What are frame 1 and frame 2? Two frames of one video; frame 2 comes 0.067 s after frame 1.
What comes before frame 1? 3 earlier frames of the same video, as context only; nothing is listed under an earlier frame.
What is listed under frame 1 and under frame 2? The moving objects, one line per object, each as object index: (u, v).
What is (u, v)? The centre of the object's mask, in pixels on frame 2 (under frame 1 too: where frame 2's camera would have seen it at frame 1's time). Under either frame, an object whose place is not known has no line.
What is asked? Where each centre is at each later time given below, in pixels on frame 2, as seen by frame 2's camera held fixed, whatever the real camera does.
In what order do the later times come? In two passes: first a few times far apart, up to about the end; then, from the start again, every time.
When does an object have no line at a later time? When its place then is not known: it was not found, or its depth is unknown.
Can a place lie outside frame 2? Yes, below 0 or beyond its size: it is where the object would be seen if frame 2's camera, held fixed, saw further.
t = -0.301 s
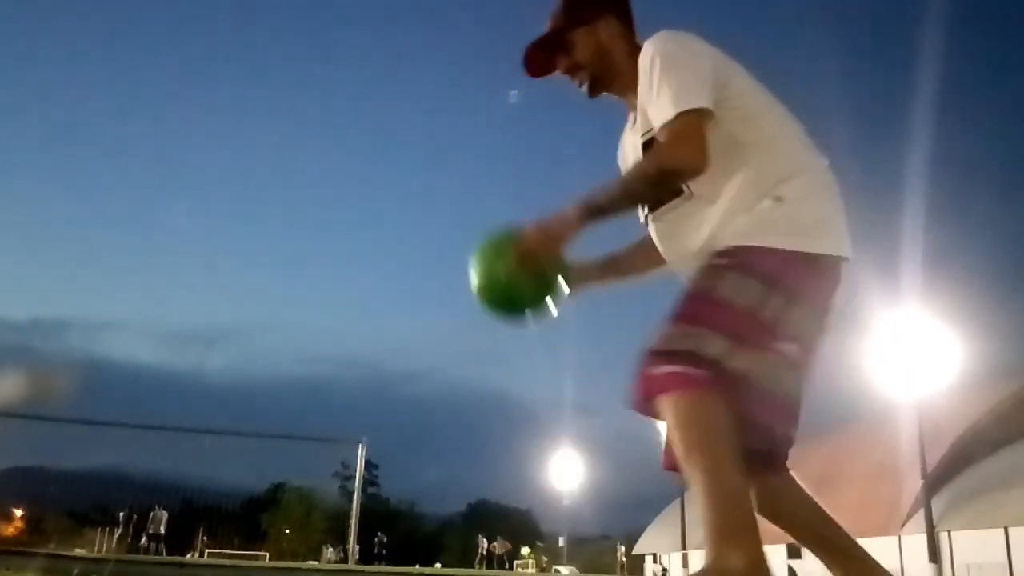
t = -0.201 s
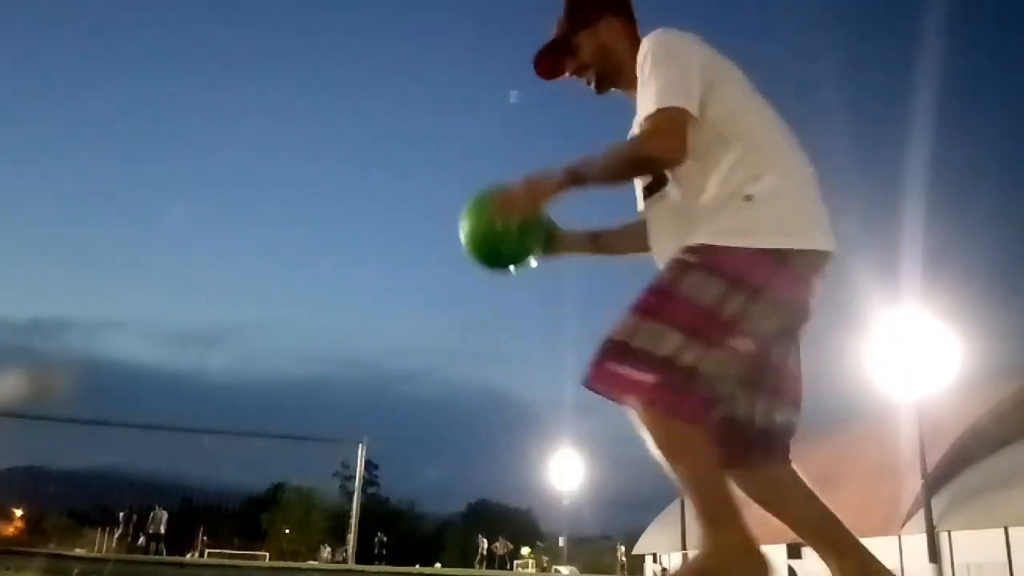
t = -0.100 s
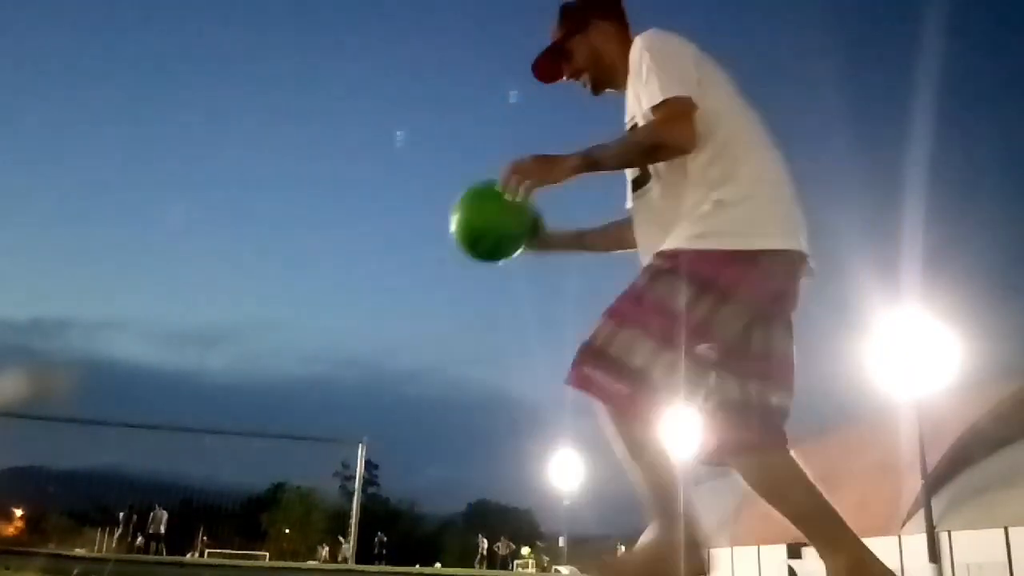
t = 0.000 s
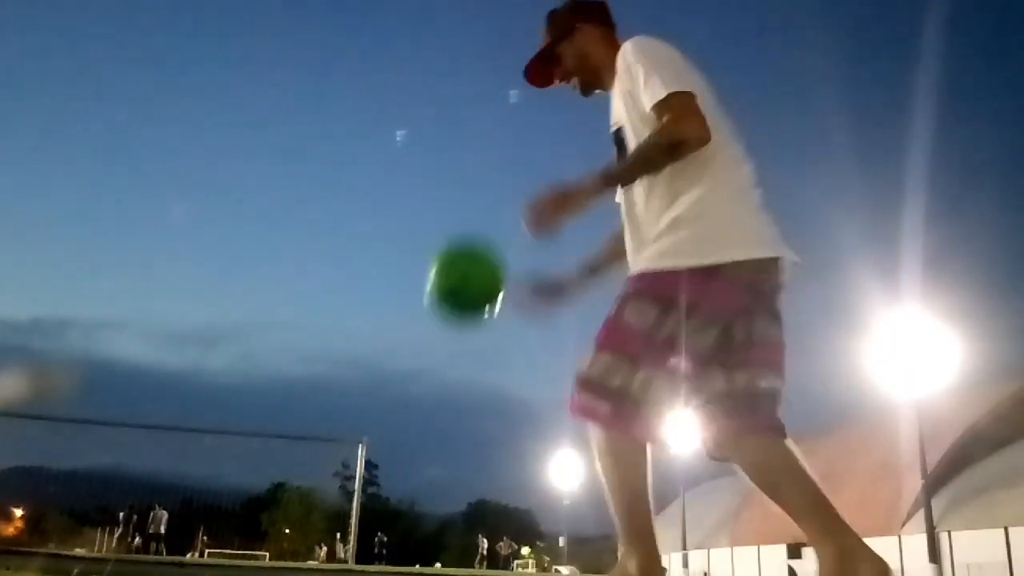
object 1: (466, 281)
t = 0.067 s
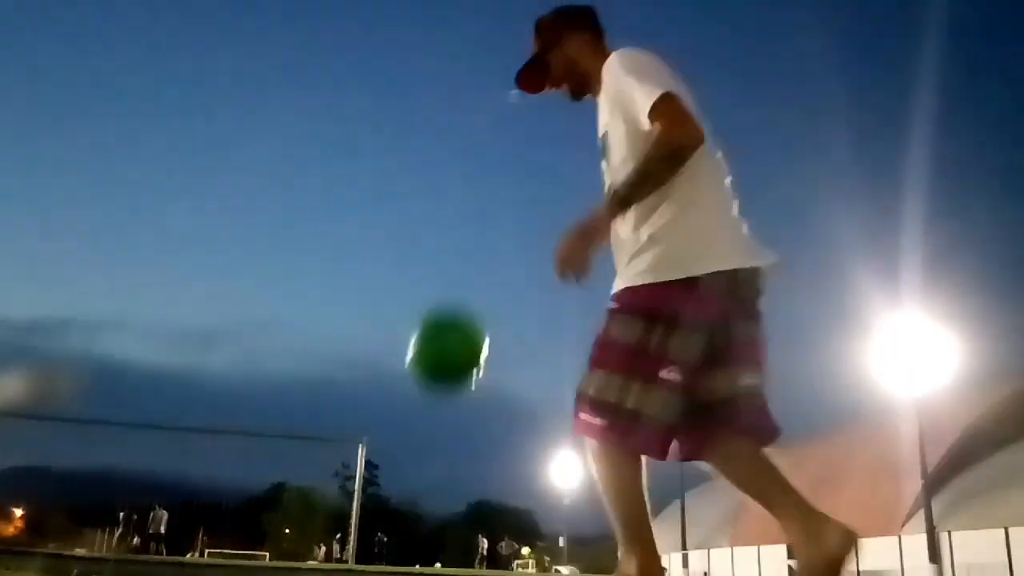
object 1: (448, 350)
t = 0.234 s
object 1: (403, 541)
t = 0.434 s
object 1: (425, 421)
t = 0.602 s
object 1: (434, 417)
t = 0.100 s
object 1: (438, 389)
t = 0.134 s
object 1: (427, 429)
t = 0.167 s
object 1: (417, 477)
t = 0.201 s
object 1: (407, 526)
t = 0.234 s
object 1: (403, 541)
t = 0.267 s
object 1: (408, 513)
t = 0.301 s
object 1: (412, 489)
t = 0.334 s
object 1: (416, 466)
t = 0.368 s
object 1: (420, 446)
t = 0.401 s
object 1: (423, 432)
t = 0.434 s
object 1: (425, 421)
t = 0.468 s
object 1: (427, 414)
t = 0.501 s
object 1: (430, 410)
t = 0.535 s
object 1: (432, 409)
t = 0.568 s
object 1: (433, 412)
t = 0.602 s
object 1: (434, 417)
